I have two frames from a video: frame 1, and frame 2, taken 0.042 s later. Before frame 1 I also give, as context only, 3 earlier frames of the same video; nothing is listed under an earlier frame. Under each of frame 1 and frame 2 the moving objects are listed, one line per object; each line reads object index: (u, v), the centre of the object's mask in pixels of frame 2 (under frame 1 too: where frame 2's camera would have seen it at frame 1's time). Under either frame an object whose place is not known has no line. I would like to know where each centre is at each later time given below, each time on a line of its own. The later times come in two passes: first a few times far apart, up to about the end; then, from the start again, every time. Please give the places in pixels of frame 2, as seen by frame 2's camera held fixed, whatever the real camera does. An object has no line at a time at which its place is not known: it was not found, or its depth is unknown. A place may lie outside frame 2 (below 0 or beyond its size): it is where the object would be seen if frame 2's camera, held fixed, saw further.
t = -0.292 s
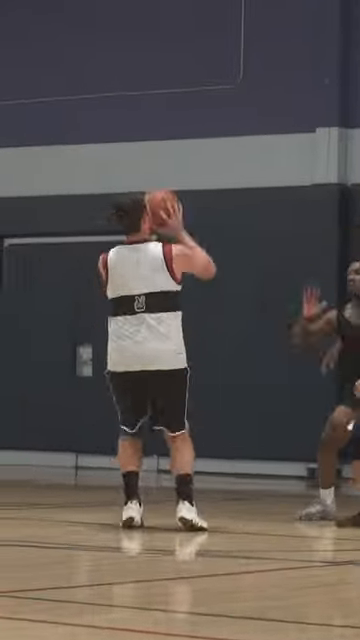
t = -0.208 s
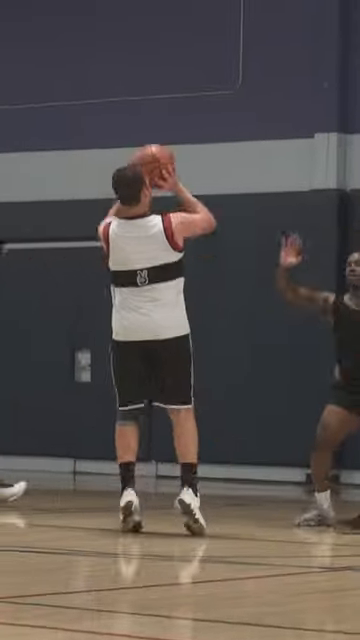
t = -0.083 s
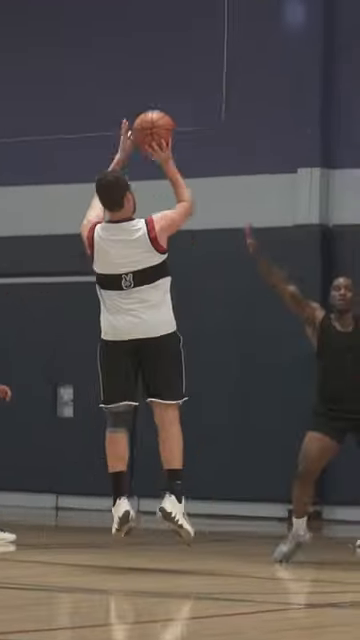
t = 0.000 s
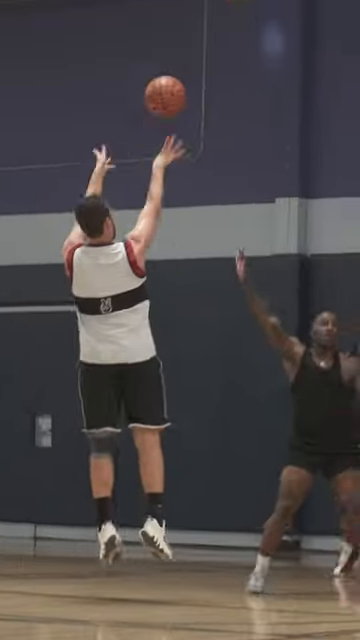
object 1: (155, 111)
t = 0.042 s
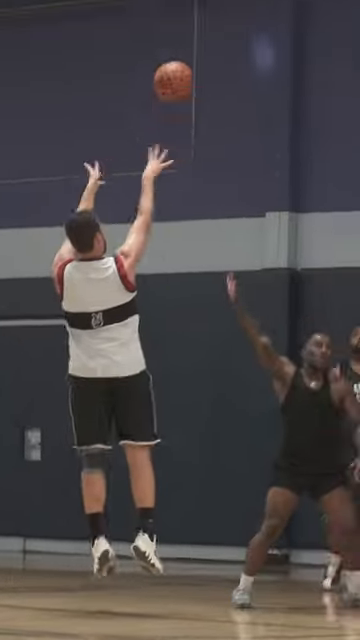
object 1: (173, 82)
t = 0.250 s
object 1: (262, -15)
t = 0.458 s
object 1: (342, -32)
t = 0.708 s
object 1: (426, 22)
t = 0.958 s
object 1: (499, 170)
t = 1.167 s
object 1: (490, 201)
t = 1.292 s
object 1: (471, 241)
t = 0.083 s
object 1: (192, 56)
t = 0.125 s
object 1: (210, 34)
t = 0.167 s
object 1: (228, 14)
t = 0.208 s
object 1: (246, -2)
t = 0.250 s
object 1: (262, -15)
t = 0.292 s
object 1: (279, -25)
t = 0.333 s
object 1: (295, -30)
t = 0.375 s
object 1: (311, -33)
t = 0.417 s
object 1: (327, -34)
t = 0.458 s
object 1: (342, -32)
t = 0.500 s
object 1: (356, -31)
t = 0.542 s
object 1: (371, -28)
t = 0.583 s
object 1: (385, -19)
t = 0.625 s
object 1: (400, -7)
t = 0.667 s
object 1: (413, 5)
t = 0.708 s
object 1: (426, 22)
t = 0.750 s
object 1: (438, 40)
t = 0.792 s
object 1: (453, 62)
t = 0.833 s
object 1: (465, 83)
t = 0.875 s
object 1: (478, 107)
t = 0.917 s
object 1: (491, 134)
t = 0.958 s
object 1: (499, 170)
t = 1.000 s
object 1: (508, 181)
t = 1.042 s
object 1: (506, 184)
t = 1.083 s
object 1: (502, 186)
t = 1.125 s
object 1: (495, 193)
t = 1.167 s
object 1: (490, 201)
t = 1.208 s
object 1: (483, 209)
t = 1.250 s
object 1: (477, 225)
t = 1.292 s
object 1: (471, 241)
